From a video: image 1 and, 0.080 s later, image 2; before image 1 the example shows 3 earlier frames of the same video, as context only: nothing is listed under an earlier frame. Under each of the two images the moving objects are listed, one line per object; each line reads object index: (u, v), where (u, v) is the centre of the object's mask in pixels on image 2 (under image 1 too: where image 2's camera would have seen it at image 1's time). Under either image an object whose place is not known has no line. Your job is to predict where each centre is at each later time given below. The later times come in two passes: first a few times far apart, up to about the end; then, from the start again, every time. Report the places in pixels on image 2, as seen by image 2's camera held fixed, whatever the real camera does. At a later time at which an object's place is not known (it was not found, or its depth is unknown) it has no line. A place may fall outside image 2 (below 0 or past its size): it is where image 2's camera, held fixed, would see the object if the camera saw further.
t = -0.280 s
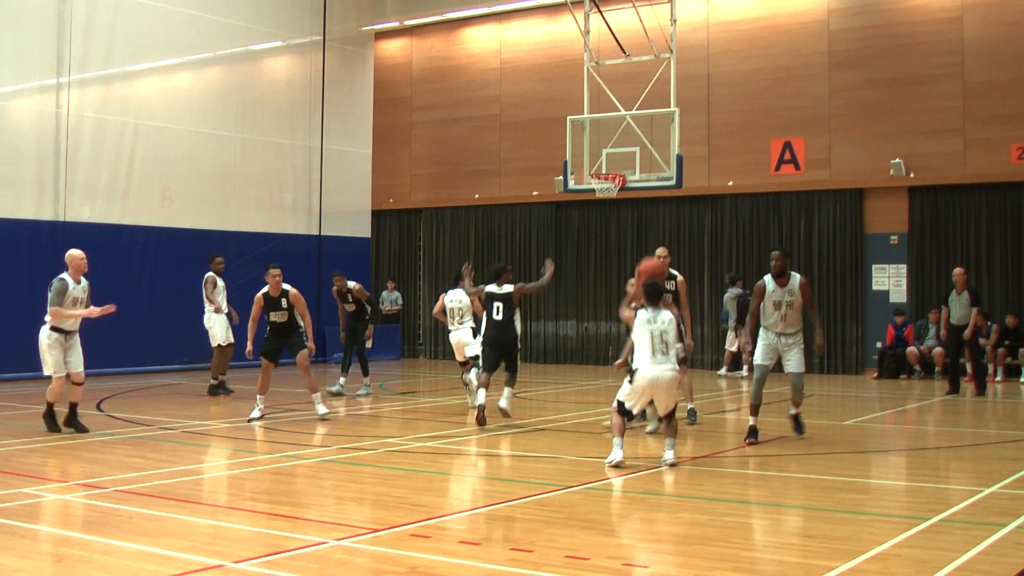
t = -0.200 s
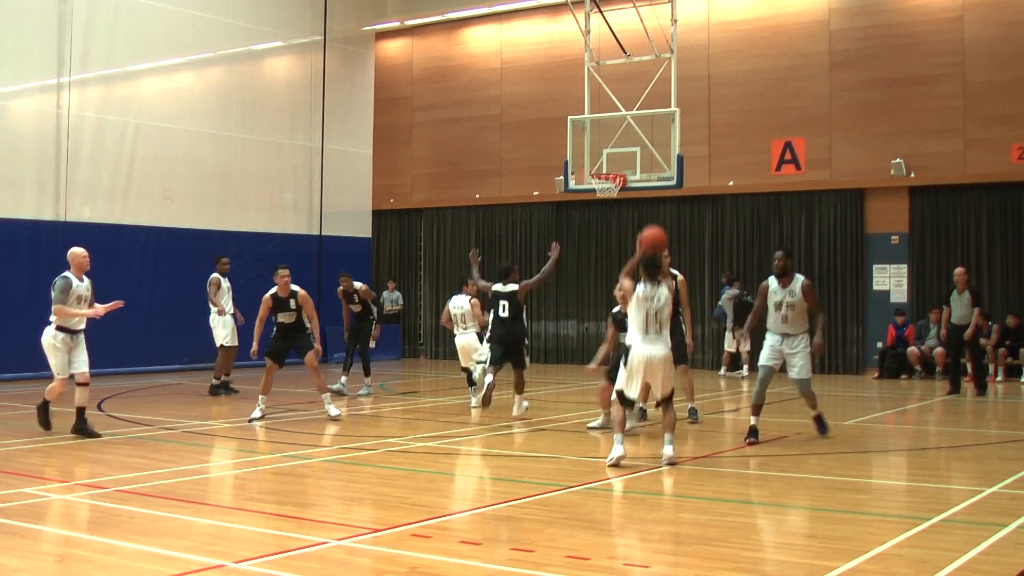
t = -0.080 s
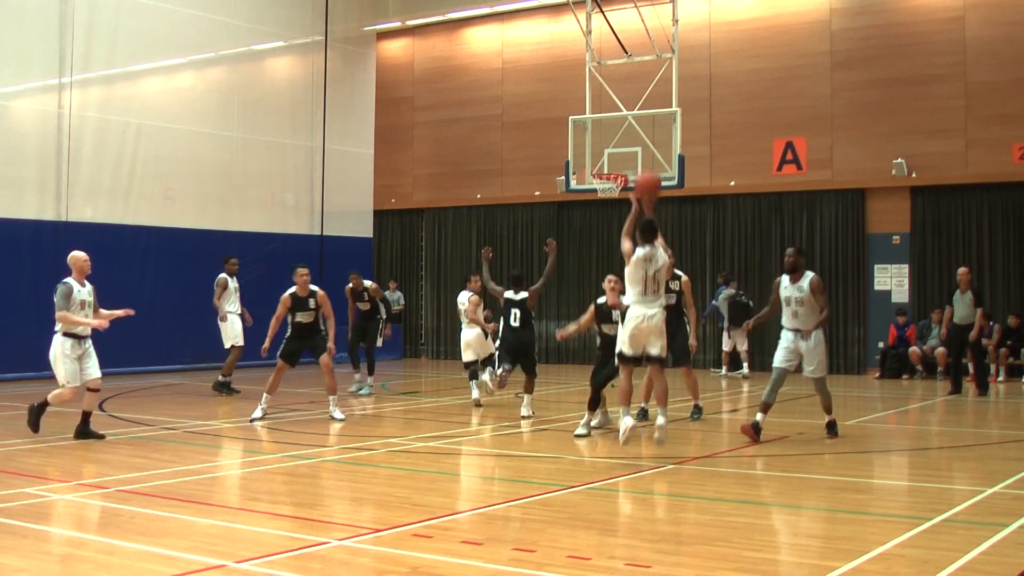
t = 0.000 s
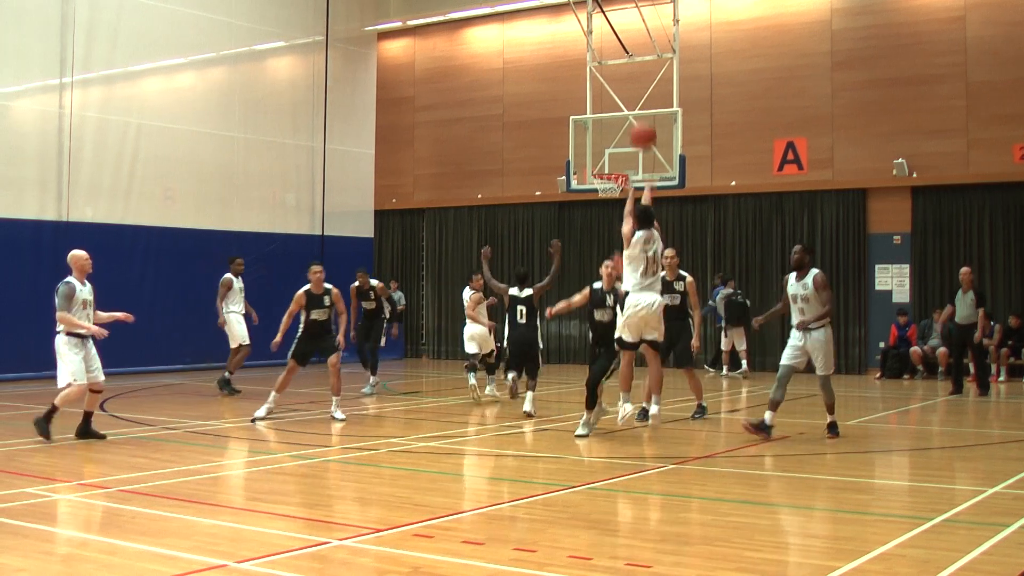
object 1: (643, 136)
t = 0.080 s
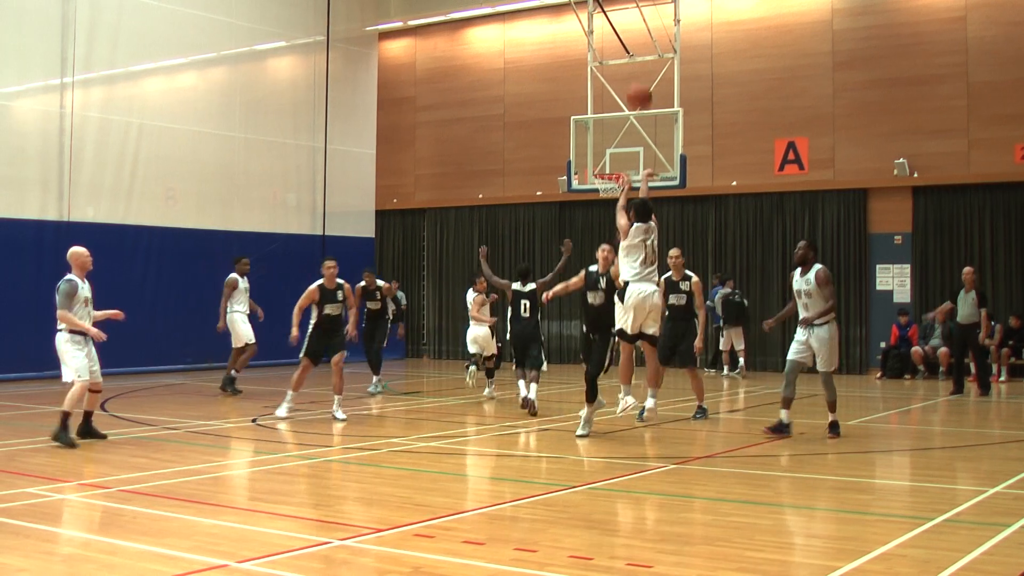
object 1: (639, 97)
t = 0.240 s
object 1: (632, 45)
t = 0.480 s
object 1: (622, 18)
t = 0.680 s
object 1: (615, 34)
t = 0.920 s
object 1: (609, 87)
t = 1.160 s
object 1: (604, 166)
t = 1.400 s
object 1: (627, 146)
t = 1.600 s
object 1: (649, 136)
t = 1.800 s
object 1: (664, 144)
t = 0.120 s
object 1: (637, 81)
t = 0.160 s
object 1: (635, 67)
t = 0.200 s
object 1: (633, 54)
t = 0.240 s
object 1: (632, 45)
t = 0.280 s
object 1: (630, 36)
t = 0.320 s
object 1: (628, 30)
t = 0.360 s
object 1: (626, 25)
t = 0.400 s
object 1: (625, 21)
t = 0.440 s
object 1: (624, 19)
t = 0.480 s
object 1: (622, 18)
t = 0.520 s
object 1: (621, 19)
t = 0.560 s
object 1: (619, 20)
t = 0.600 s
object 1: (618, 24)
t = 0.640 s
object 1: (616, 29)
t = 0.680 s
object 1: (615, 34)
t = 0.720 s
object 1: (614, 40)
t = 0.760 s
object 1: (613, 48)
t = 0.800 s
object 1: (612, 56)
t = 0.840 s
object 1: (611, 66)
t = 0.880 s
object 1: (610, 76)
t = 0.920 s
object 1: (609, 87)
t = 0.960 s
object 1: (608, 98)
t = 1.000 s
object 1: (607, 111)
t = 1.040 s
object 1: (606, 126)
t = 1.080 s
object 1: (605, 140)
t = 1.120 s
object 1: (605, 154)
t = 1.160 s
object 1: (604, 166)
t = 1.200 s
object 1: (606, 168)
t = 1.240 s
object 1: (607, 170)
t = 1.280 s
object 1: (612, 163)
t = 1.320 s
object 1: (617, 156)
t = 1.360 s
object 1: (623, 150)
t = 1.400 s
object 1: (627, 146)
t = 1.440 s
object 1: (632, 143)
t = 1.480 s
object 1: (637, 140)
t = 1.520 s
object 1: (642, 139)
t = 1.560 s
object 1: (646, 137)
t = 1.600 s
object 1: (649, 136)
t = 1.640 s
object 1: (652, 135)
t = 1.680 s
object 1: (656, 135)
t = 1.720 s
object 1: (658, 137)
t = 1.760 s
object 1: (661, 140)
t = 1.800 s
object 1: (664, 144)
